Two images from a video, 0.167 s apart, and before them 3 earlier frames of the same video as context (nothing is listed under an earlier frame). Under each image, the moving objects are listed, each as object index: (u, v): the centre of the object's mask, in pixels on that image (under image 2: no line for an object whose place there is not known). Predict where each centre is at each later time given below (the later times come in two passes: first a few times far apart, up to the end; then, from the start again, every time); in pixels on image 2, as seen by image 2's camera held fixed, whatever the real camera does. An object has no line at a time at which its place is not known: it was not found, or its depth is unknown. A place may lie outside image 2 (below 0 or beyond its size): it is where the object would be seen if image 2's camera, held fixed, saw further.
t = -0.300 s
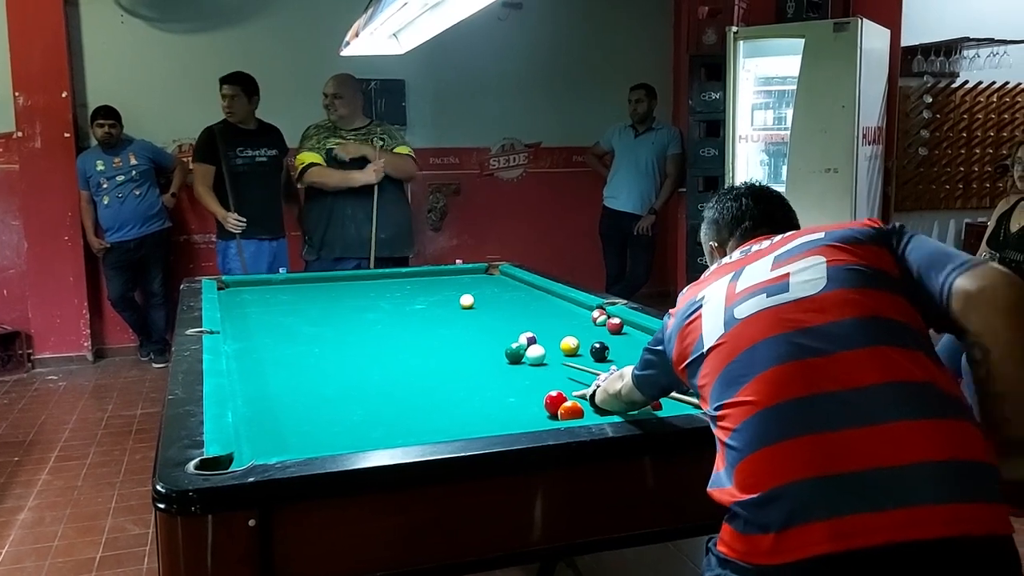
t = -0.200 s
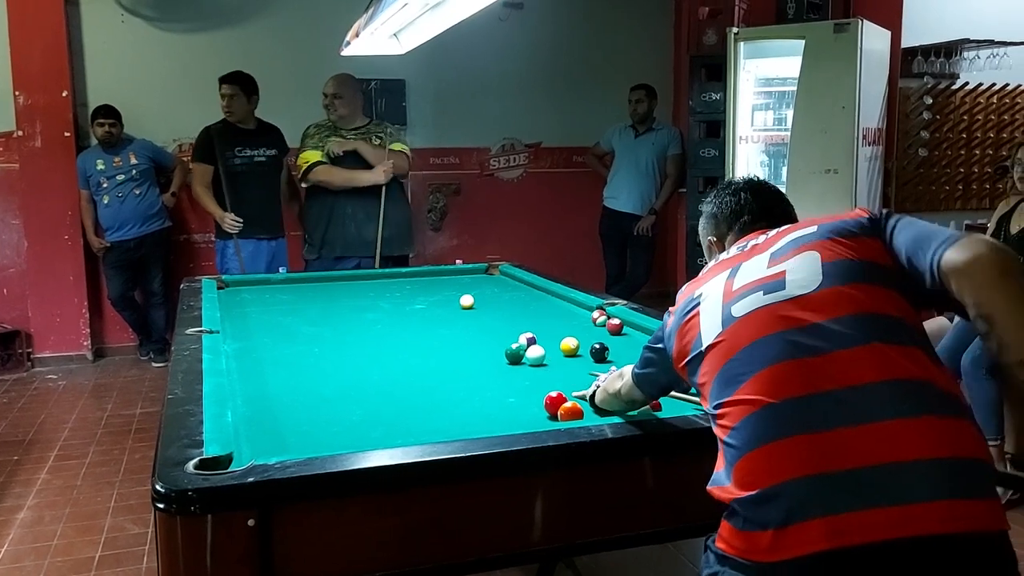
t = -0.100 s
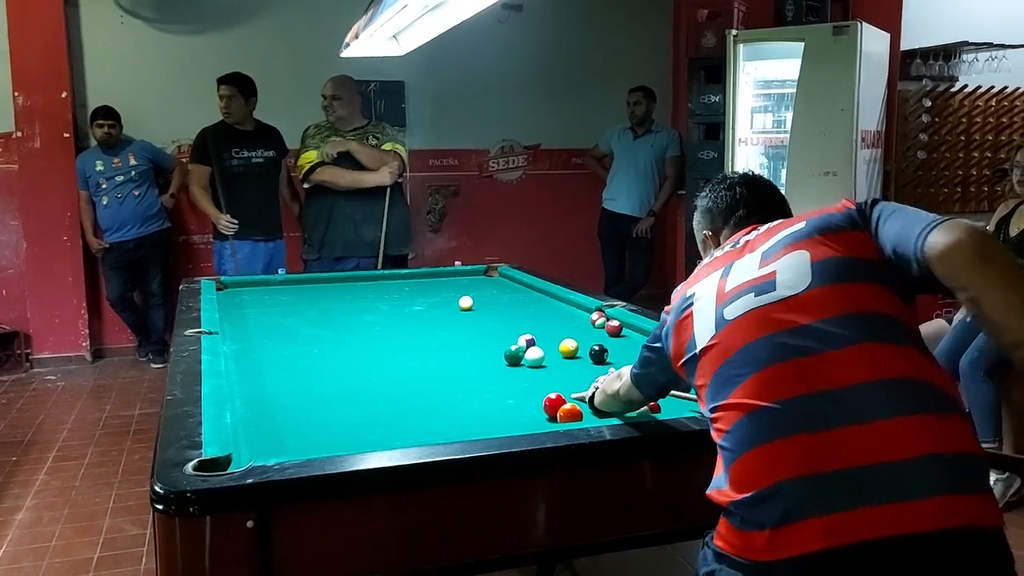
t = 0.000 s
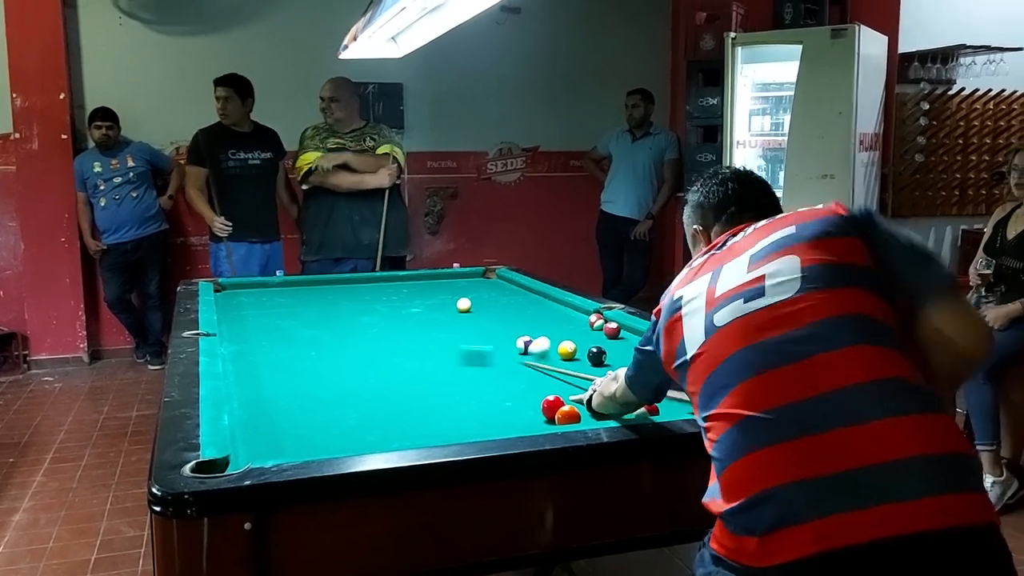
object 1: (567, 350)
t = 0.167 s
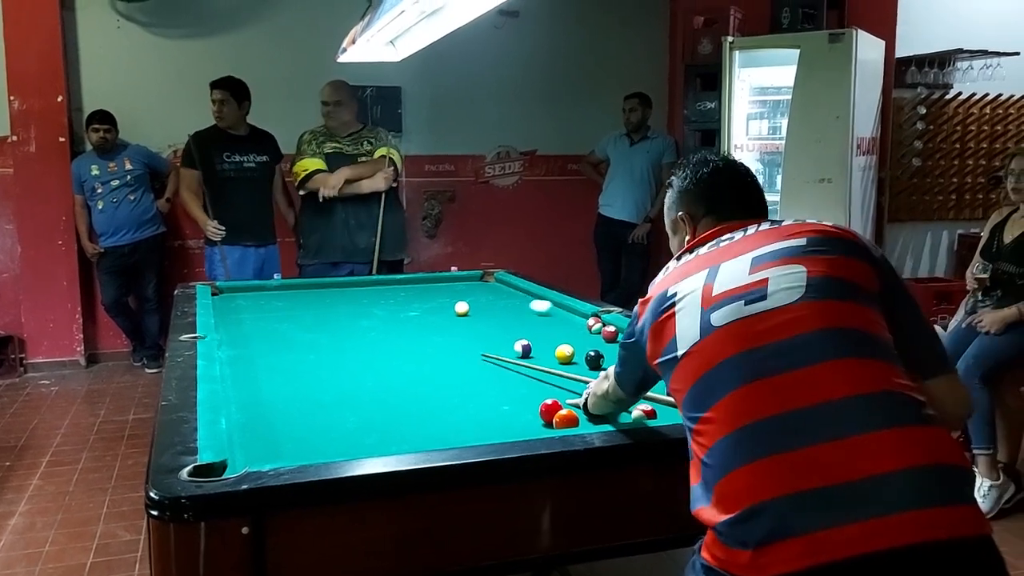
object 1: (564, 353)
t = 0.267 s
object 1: (565, 353)
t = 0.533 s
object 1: (563, 354)
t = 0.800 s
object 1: (563, 354)
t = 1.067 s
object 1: (563, 353)
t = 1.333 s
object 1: (562, 353)
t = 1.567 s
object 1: (568, 353)
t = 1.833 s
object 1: (632, 351)
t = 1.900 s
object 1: (644, 350)
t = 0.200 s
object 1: (564, 353)
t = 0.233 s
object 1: (564, 353)
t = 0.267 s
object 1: (565, 353)
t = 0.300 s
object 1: (565, 354)
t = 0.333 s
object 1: (564, 351)
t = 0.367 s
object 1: (563, 354)
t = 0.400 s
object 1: (563, 354)
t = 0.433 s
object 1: (564, 354)
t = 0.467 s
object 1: (564, 354)
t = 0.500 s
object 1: (563, 354)
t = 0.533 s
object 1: (563, 354)
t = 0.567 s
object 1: (563, 354)
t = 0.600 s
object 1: (563, 354)
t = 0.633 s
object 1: (563, 354)
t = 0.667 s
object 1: (563, 354)
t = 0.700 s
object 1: (563, 354)
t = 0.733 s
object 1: (563, 353)
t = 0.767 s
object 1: (563, 353)
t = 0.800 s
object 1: (563, 354)
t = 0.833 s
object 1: (563, 353)
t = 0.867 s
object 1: (563, 354)
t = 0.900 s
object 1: (563, 354)
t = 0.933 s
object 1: (563, 353)
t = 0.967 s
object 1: (563, 354)
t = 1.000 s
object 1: (563, 353)
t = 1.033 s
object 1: (563, 354)
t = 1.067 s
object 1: (563, 353)
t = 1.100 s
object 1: (563, 353)
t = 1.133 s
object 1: (563, 354)
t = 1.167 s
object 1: (562, 353)
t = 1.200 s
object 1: (562, 353)
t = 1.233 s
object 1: (562, 354)
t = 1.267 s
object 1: (562, 353)
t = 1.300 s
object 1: (562, 354)
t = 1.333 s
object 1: (562, 353)
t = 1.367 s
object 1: (562, 354)
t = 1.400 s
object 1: (563, 354)
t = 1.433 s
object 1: (563, 354)
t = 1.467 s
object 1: (564, 354)
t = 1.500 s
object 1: (565, 353)
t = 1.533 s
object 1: (565, 353)
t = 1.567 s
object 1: (568, 353)
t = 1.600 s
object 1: (580, 354)
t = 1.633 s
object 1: (589, 352)
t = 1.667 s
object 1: (598, 351)
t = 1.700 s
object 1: (605, 350)
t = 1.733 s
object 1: (612, 350)
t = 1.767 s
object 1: (619, 350)
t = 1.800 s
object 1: (626, 351)
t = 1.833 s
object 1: (632, 351)
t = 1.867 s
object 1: (638, 350)
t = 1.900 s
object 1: (644, 350)
